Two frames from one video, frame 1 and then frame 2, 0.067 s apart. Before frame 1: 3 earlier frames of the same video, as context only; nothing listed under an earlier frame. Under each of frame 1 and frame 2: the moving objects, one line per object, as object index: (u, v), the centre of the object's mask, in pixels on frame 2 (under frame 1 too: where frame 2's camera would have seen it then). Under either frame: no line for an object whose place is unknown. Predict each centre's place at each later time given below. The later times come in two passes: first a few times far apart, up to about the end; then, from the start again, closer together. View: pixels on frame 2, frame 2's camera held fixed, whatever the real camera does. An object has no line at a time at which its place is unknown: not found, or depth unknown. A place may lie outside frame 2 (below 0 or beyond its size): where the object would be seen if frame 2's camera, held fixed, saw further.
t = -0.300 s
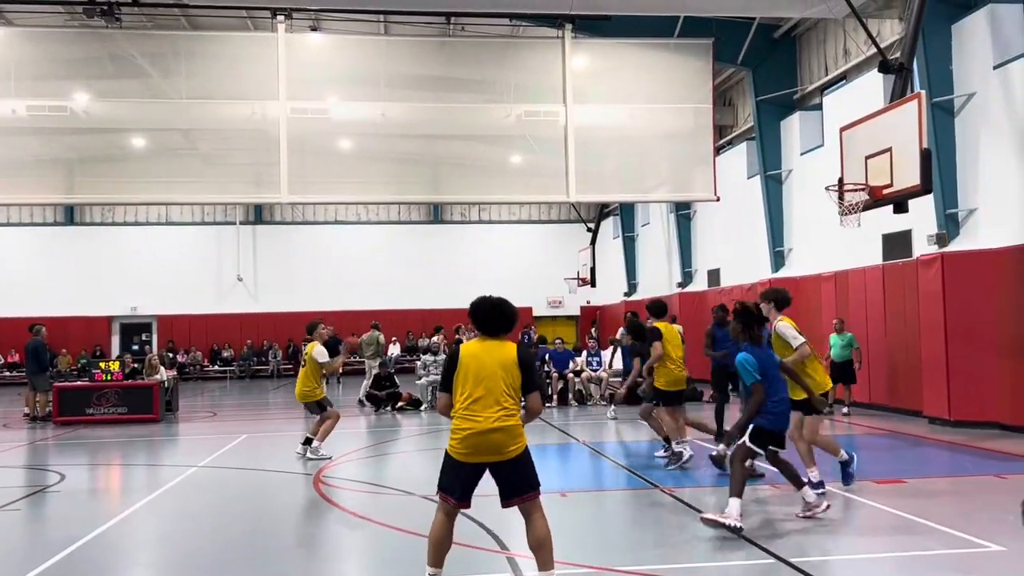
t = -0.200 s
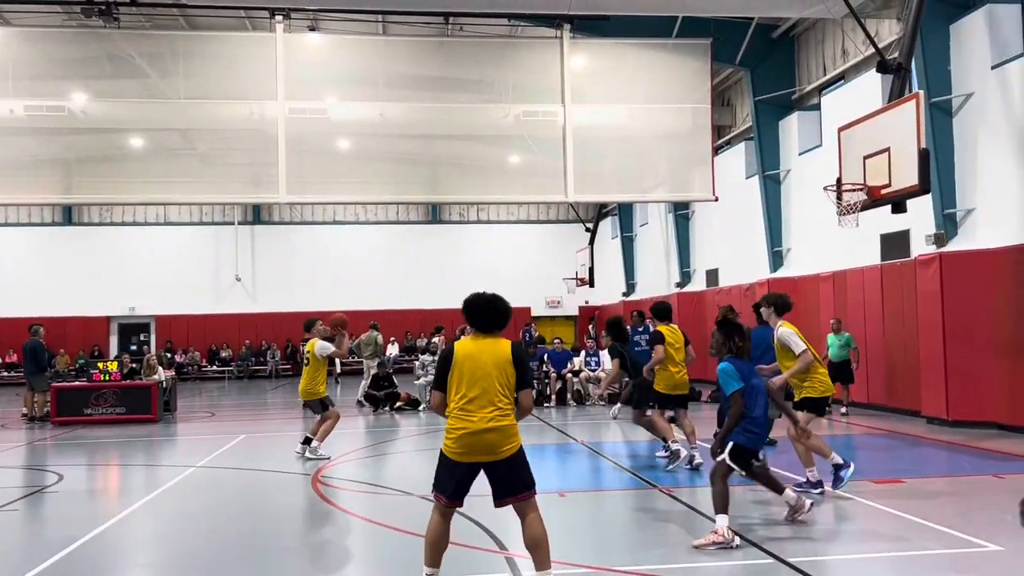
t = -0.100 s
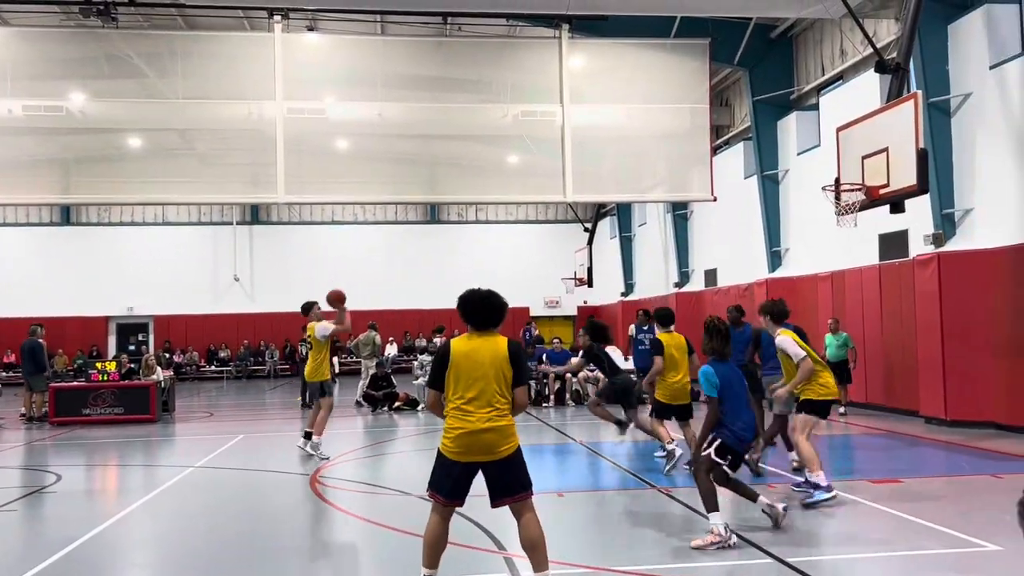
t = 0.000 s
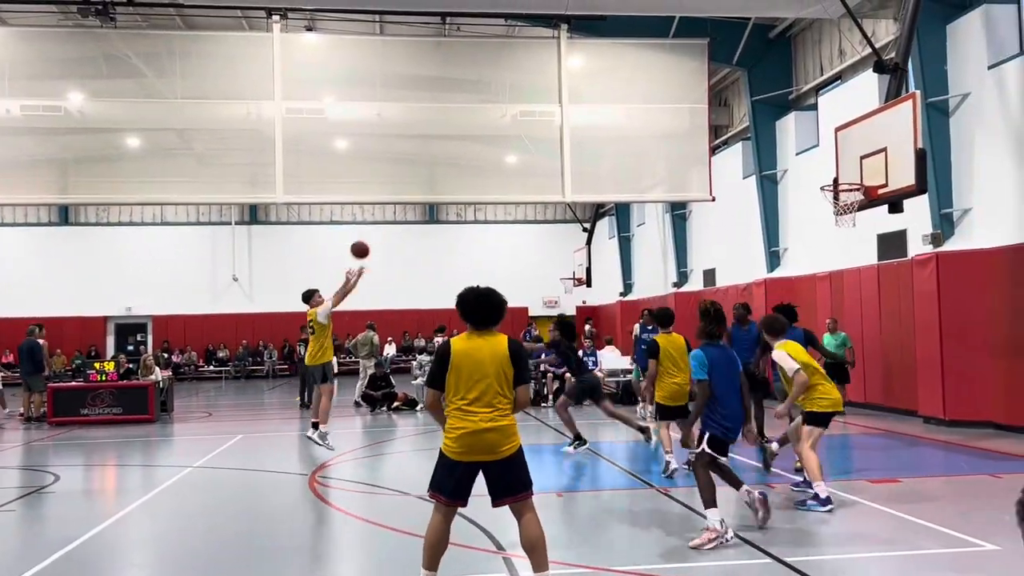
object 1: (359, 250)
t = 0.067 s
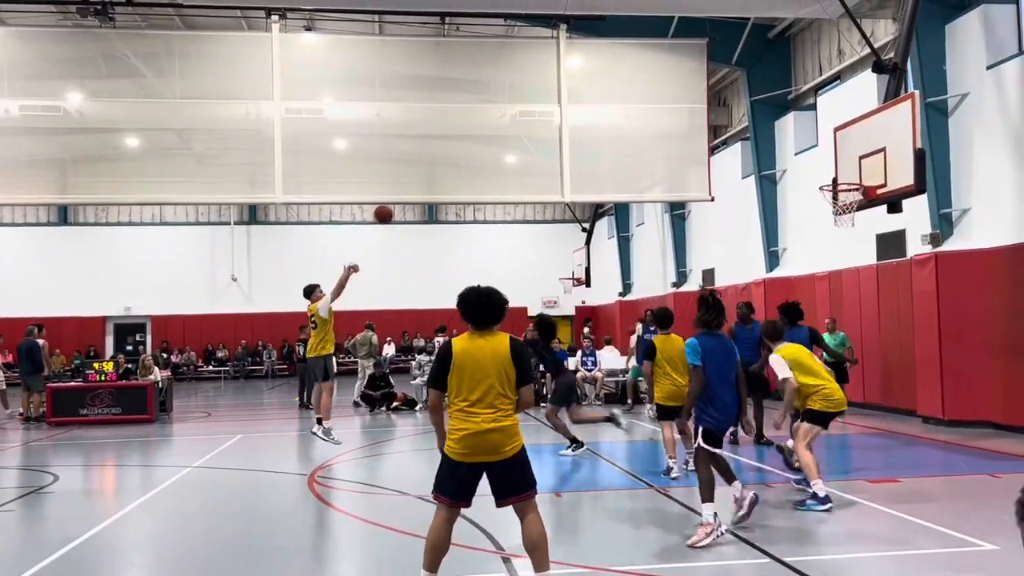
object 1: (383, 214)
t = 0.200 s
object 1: (431, 155)
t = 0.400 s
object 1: (503, 90)
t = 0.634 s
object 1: (588, 54)
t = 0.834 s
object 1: (662, 57)
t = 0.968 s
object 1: (711, 78)
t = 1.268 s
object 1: (826, 176)
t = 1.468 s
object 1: (867, 216)
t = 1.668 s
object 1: (889, 255)
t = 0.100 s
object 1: (395, 198)
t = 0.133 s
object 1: (407, 183)
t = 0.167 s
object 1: (419, 168)
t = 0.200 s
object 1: (431, 155)
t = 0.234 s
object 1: (443, 142)
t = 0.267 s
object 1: (455, 130)
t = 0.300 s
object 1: (467, 118)
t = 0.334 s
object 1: (479, 108)
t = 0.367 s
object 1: (491, 98)
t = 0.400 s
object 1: (503, 90)
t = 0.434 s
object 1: (515, 82)
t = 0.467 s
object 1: (527, 75)
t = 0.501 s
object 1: (539, 69)
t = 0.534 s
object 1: (551, 64)
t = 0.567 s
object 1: (563, 60)
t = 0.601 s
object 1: (576, 56)
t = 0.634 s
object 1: (588, 54)
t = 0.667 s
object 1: (600, 52)
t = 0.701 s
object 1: (612, 51)
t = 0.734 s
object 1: (625, 51)
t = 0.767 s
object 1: (637, 53)
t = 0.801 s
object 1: (649, 54)
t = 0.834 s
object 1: (662, 57)
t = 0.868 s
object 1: (674, 61)
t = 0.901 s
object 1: (686, 66)
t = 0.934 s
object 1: (699, 72)
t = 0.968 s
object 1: (711, 78)
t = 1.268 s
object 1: (826, 176)
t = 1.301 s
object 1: (839, 192)
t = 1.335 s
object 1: (851, 207)
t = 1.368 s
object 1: (857, 212)
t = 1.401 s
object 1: (860, 212)
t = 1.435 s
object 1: (863, 212)
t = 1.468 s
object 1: (867, 216)
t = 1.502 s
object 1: (870, 221)
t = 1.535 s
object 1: (874, 226)
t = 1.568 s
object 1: (878, 232)
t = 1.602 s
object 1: (882, 239)
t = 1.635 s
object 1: (886, 247)
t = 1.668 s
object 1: (889, 255)
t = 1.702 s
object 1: (894, 266)
